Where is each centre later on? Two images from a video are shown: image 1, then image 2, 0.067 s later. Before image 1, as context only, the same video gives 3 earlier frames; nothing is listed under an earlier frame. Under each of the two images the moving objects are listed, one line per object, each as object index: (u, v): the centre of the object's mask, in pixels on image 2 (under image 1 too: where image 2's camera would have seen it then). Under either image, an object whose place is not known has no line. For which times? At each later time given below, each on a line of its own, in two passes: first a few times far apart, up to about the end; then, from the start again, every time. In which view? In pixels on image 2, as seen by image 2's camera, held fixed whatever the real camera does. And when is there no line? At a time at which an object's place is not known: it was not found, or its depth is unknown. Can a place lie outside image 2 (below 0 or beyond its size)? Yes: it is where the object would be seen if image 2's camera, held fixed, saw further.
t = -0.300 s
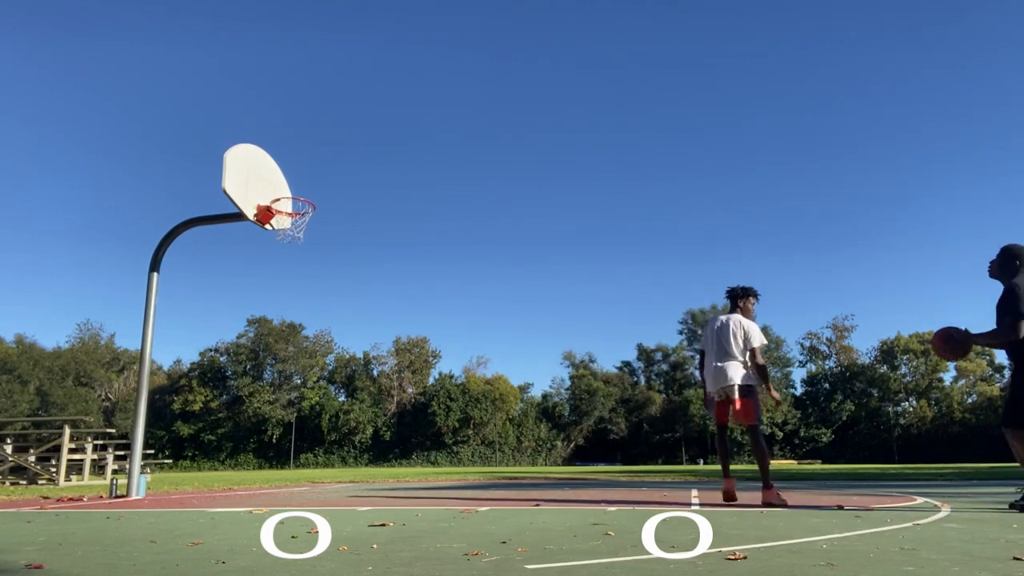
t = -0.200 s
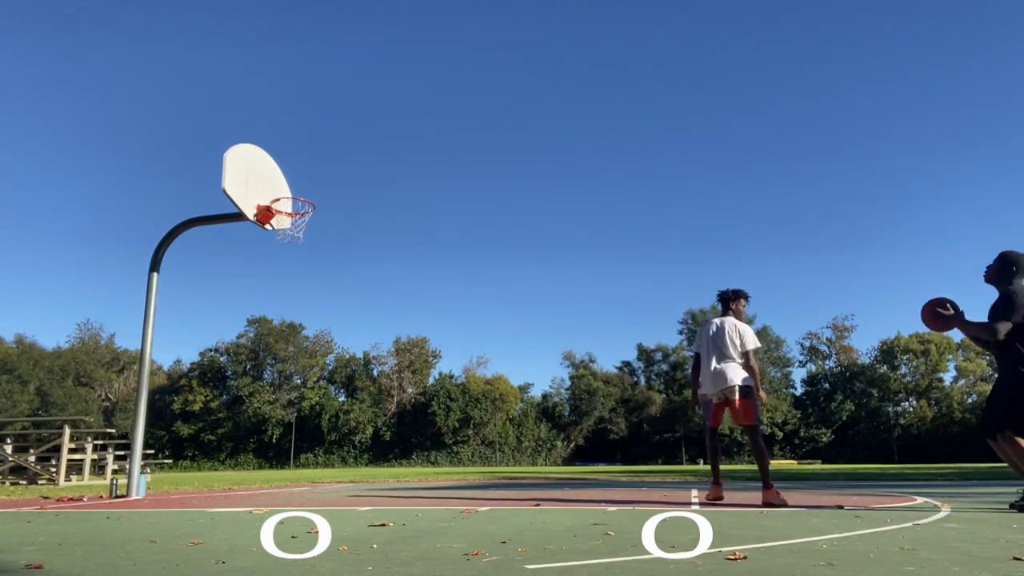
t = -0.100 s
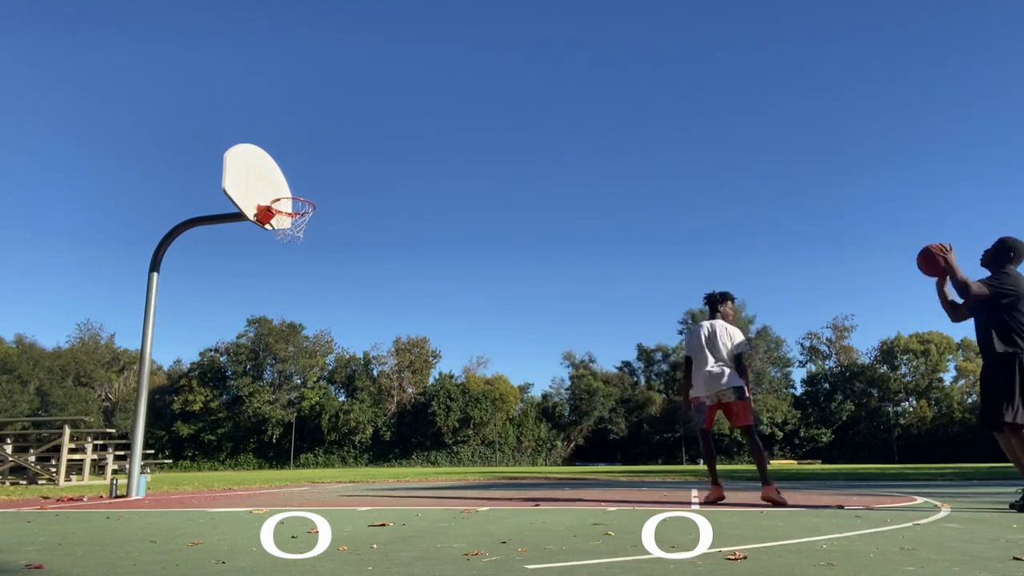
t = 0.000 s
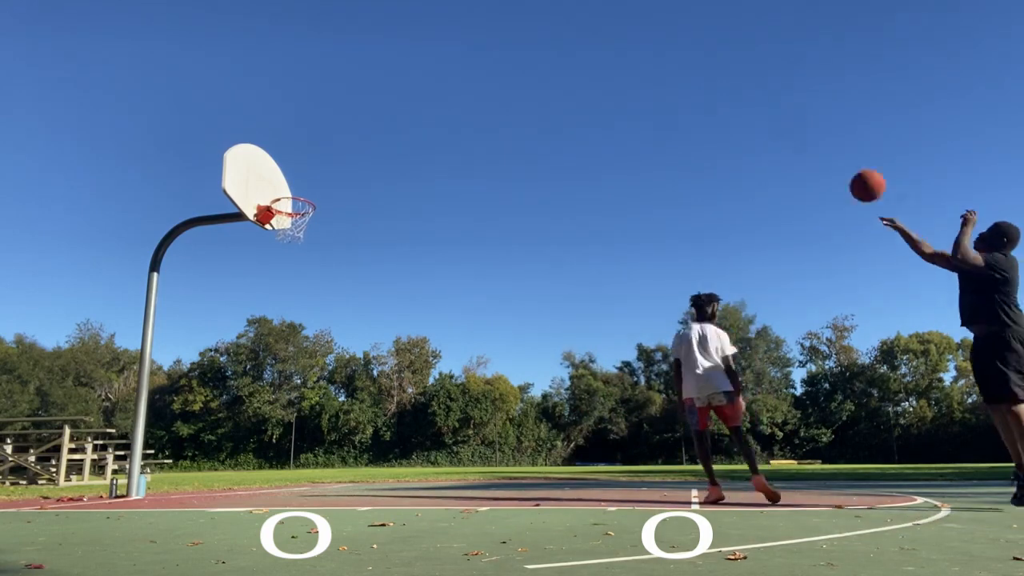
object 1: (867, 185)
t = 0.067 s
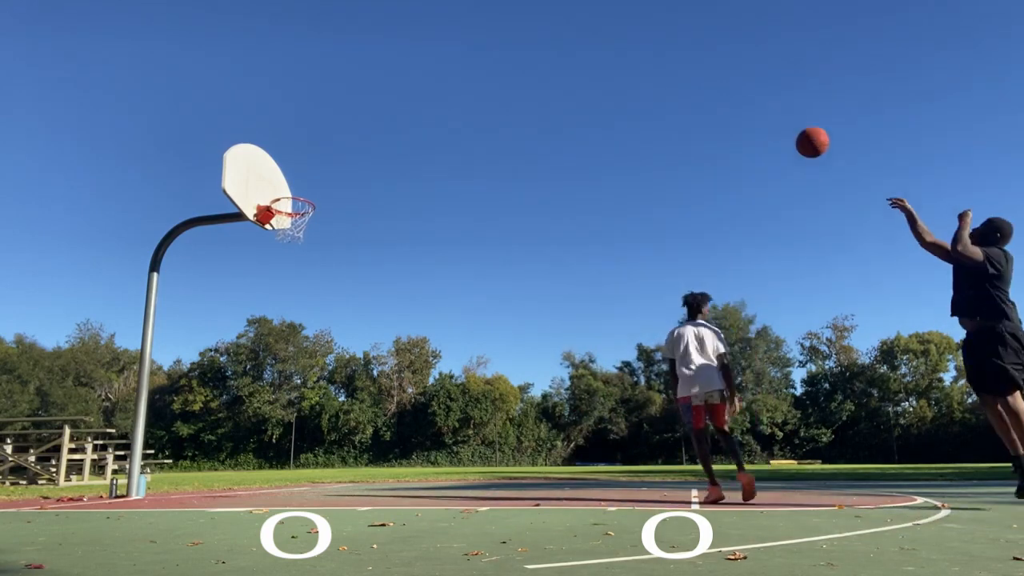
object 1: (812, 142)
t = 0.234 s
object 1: (697, 69)
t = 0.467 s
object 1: (572, 29)
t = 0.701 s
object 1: (471, 41)
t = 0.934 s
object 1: (385, 94)
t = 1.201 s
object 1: (296, 196)
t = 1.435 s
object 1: (273, 125)
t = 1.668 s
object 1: (249, 74)
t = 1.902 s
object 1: (218, 67)
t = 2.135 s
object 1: (180, 113)
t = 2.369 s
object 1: (128, 227)
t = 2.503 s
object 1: (91, 335)
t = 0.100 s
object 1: (787, 124)
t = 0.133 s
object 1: (762, 107)
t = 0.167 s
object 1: (739, 93)
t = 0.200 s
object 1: (718, 80)
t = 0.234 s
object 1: (697, 69)
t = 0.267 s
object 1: (677, 59)
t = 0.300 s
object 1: (658, 51)
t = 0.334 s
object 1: (639, 44)
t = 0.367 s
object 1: (621, 39)
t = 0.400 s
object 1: (604, 34)
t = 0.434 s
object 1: (588, 31)
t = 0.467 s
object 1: (572, 29)
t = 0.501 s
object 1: (556, 28)
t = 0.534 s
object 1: (541, 27)
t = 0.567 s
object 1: (526, 28)
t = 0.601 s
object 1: (512, 30)
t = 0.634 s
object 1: (498, 33)
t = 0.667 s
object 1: (484, 36)
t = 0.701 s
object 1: (471, 41)
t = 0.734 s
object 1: (458, 46)
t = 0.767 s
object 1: (445, 52)
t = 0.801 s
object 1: (433, 59)
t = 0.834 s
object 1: (420, 66)
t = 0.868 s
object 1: (408, 75)
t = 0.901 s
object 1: (396, 84)
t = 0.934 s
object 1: (385, 94)
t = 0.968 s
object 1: (373, 104)
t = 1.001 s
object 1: (362, 115)
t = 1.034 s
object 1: (350, 127)
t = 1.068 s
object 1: (339, 140)
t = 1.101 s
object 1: (328, 153)
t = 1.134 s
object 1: (318, 167)
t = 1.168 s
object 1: (307, 182)
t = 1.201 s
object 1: (296, 196)
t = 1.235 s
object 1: (290, 198)
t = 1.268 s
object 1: (287, 184)
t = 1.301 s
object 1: (284, 171)
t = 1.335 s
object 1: (282, 158)
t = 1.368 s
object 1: (279, 146)
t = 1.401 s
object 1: (276, 135)
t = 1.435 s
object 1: (273, 125)
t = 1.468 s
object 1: (270, 115)
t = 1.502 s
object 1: (266, 106)
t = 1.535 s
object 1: (263, 98)
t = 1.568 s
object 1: (259, 91)
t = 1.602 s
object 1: (256, 85)
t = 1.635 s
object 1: (252, 79)
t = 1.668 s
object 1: (249, 74)
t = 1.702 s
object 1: (245, 71)
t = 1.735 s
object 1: (240, 68)
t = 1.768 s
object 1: (236, 65)
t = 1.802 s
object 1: (232, 65)
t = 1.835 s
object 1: (228, 64)
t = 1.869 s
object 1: (223, 65)
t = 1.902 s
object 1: (218, 67)
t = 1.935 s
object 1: (214, 70)
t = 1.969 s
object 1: (208, 74)
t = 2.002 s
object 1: (203, 80)
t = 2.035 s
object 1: (198, 86)
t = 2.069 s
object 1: (192, 94)
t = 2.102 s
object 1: (186, 102)
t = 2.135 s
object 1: (180, 113)
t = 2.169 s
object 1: (174, 124)
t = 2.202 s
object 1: (167, 137)
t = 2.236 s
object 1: (160, 152)
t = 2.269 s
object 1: (152, 168)
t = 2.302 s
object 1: (145, 186)
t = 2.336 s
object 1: (137, 206)
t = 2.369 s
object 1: (128, 227)
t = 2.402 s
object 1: (120, 251)
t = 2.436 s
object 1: (110, 277)
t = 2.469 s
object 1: (101, 305)
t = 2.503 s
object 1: (91, 335)
